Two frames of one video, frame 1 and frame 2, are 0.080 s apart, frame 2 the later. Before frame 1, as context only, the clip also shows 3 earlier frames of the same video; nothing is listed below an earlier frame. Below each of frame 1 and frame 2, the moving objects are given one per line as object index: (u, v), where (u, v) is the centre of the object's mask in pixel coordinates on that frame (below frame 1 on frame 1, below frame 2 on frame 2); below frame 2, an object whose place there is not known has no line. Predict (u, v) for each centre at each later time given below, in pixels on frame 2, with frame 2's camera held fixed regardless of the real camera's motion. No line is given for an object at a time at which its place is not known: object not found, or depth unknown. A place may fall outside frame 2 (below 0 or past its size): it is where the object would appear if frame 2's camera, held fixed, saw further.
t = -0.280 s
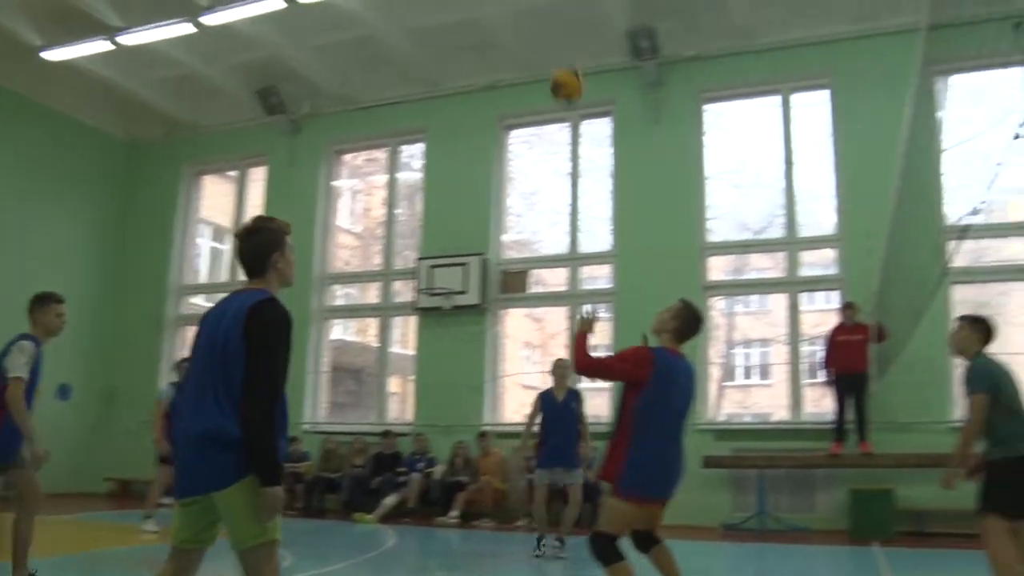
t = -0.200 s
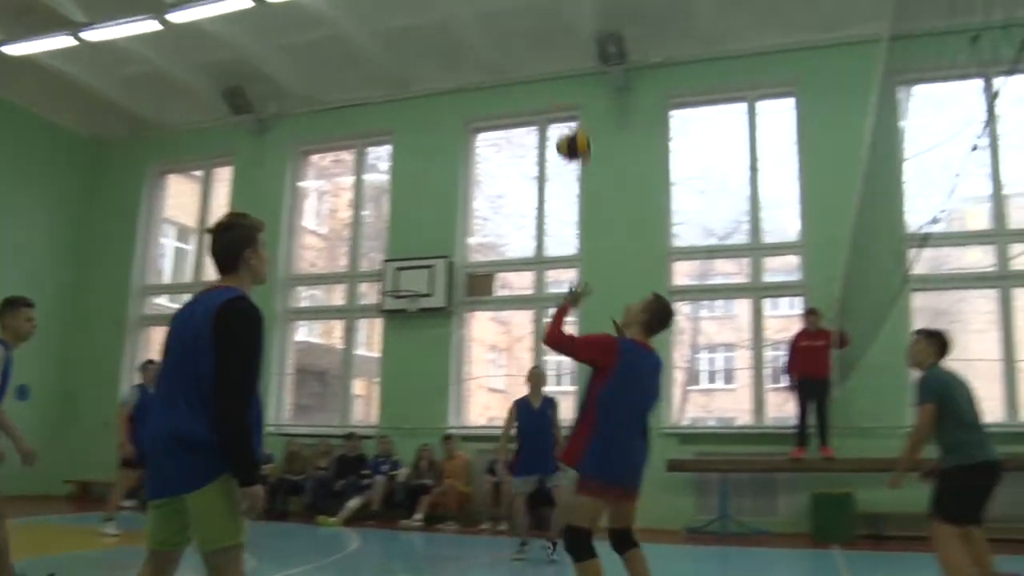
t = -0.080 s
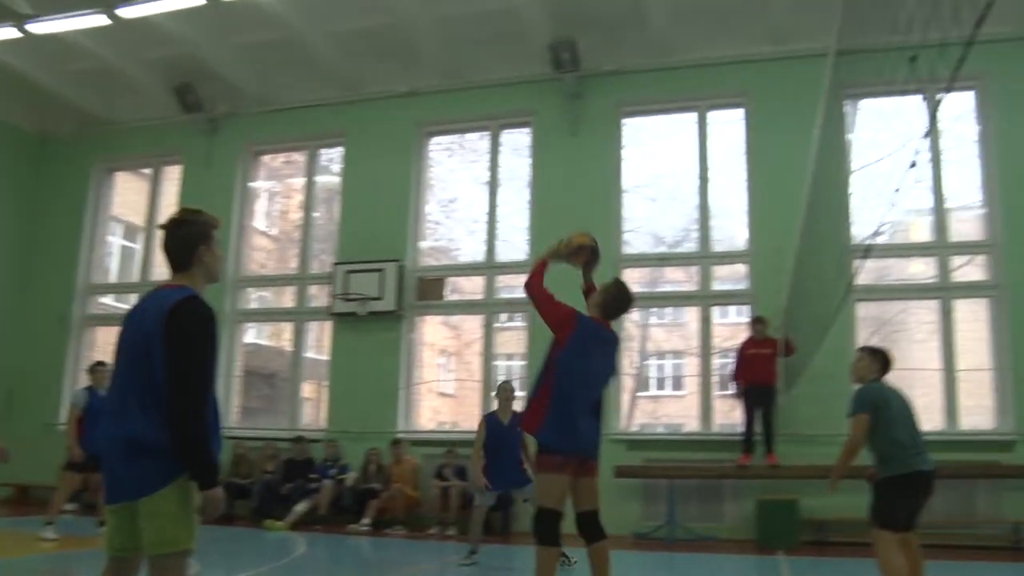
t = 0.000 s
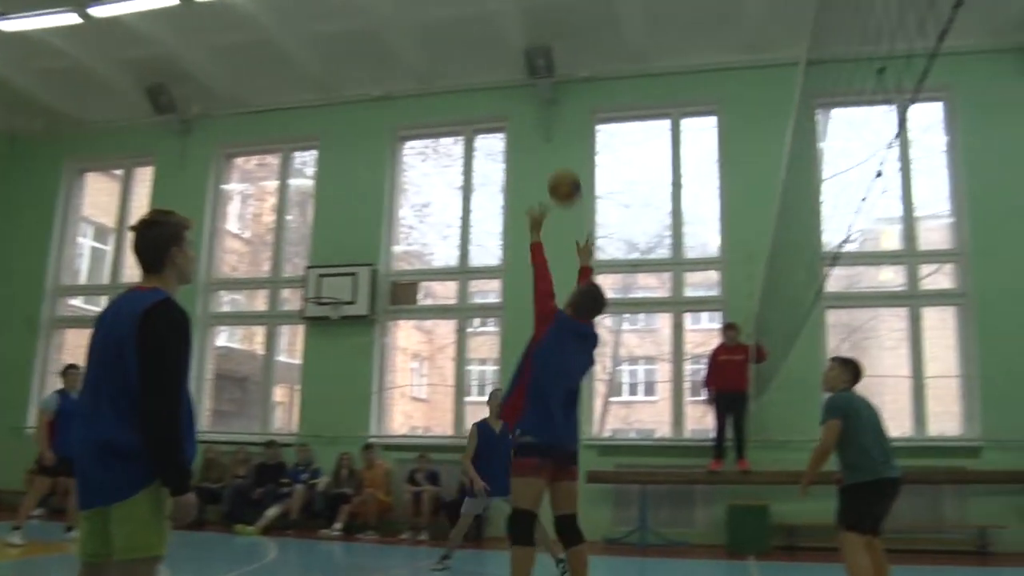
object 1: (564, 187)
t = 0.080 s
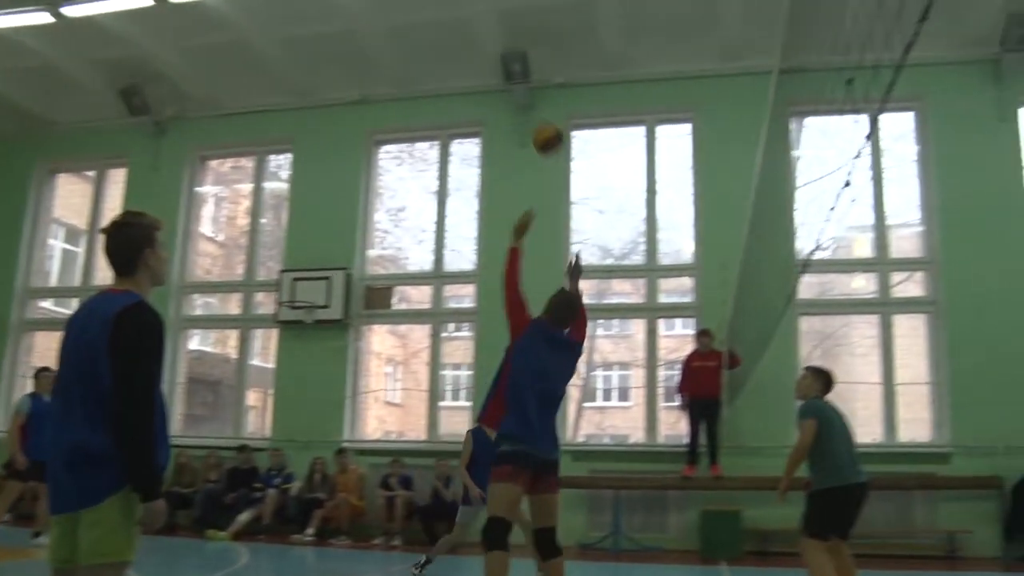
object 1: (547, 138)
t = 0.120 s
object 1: (551, 117)
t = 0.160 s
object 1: (555, 98)
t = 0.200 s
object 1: (557, 82)
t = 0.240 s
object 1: (561, 69)
